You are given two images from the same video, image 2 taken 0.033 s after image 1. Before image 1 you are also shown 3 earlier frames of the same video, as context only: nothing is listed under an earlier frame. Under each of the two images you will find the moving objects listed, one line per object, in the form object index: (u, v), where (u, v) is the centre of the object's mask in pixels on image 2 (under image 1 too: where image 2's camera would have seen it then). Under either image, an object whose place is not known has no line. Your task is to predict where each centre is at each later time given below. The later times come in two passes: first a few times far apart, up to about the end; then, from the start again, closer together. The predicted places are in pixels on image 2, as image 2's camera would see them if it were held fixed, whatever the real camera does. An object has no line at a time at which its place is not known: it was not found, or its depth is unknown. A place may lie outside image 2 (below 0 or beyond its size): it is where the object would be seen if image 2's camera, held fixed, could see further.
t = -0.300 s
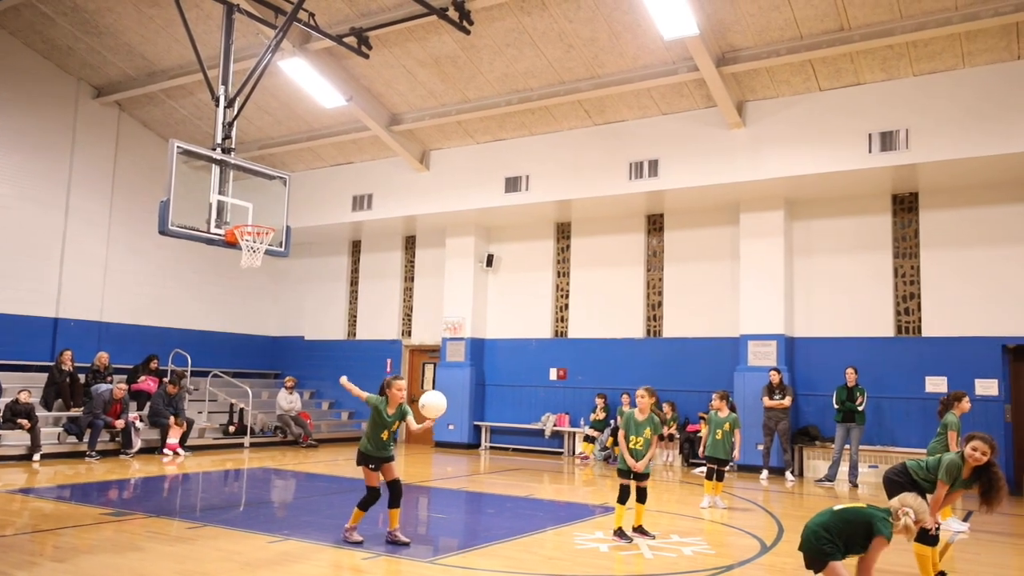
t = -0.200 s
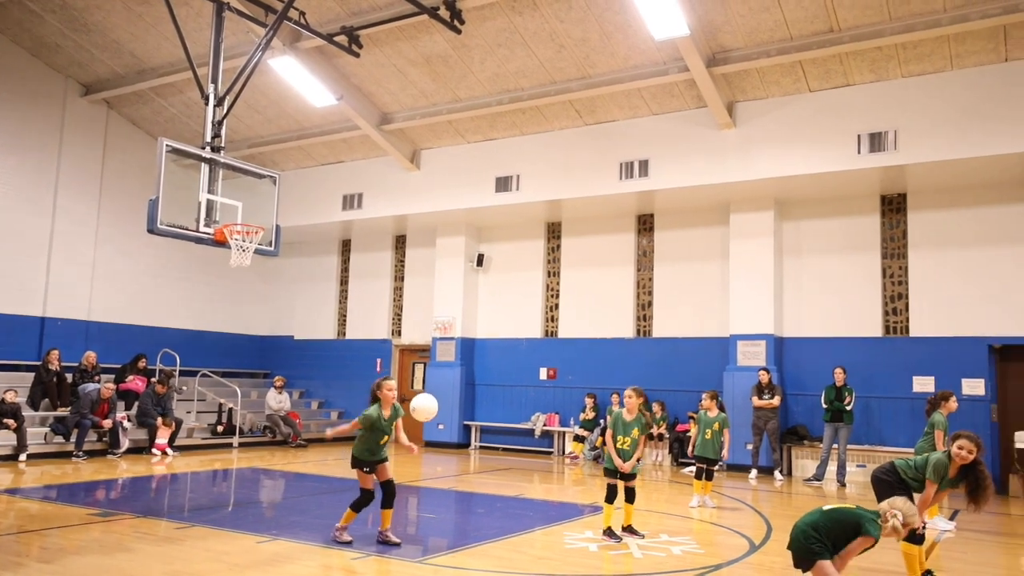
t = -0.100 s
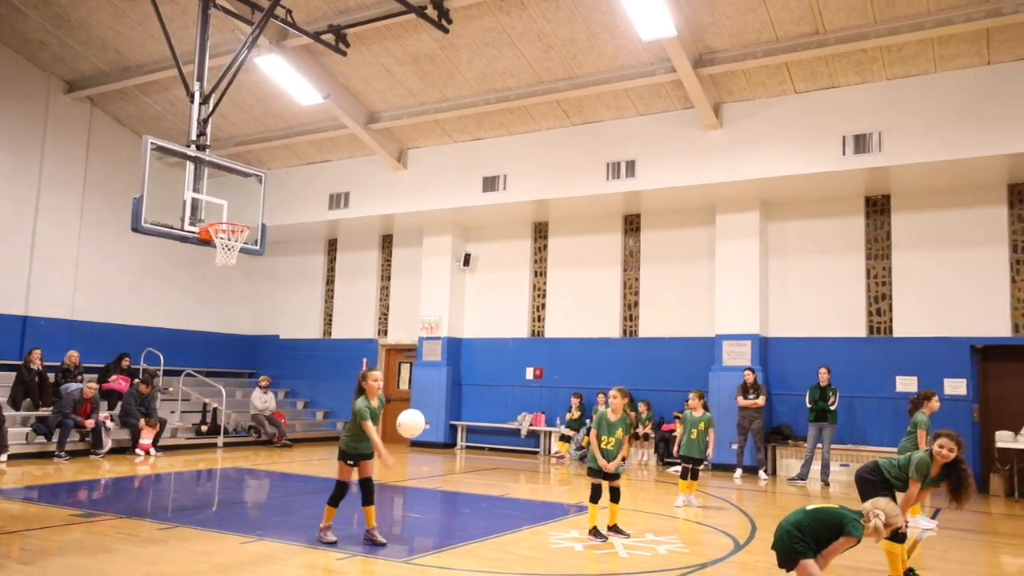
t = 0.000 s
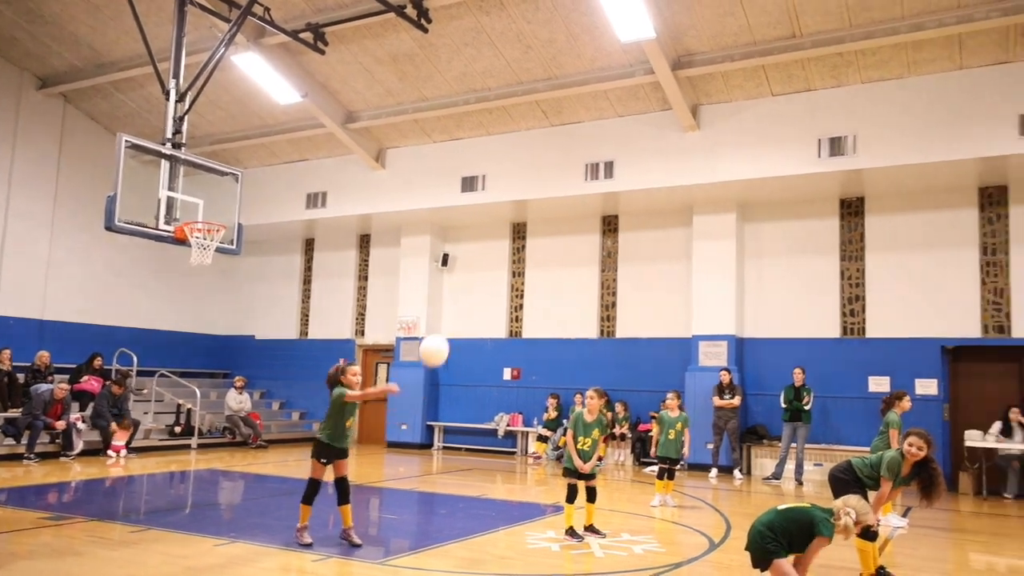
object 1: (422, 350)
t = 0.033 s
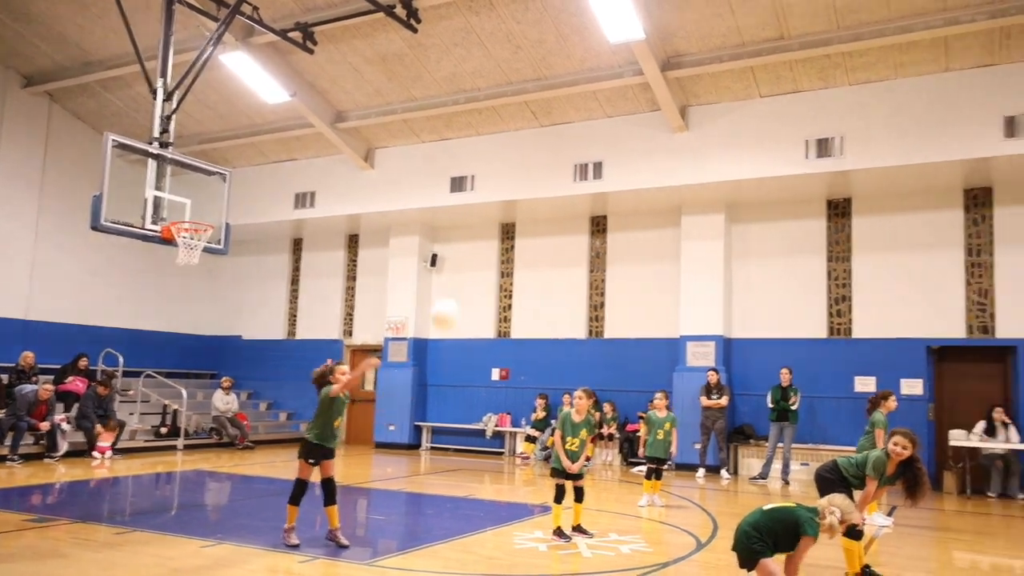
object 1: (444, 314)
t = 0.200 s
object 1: (569, 143)
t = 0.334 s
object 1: (681, 12)
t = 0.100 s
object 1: (492, 243)
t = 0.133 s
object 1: (517, 211)
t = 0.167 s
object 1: (542, 175)
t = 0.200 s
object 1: (569, 143)
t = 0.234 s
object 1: (595, 110)
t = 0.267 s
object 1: (622, 77)
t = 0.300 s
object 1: (650, 46)
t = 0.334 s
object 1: (681, 12)
